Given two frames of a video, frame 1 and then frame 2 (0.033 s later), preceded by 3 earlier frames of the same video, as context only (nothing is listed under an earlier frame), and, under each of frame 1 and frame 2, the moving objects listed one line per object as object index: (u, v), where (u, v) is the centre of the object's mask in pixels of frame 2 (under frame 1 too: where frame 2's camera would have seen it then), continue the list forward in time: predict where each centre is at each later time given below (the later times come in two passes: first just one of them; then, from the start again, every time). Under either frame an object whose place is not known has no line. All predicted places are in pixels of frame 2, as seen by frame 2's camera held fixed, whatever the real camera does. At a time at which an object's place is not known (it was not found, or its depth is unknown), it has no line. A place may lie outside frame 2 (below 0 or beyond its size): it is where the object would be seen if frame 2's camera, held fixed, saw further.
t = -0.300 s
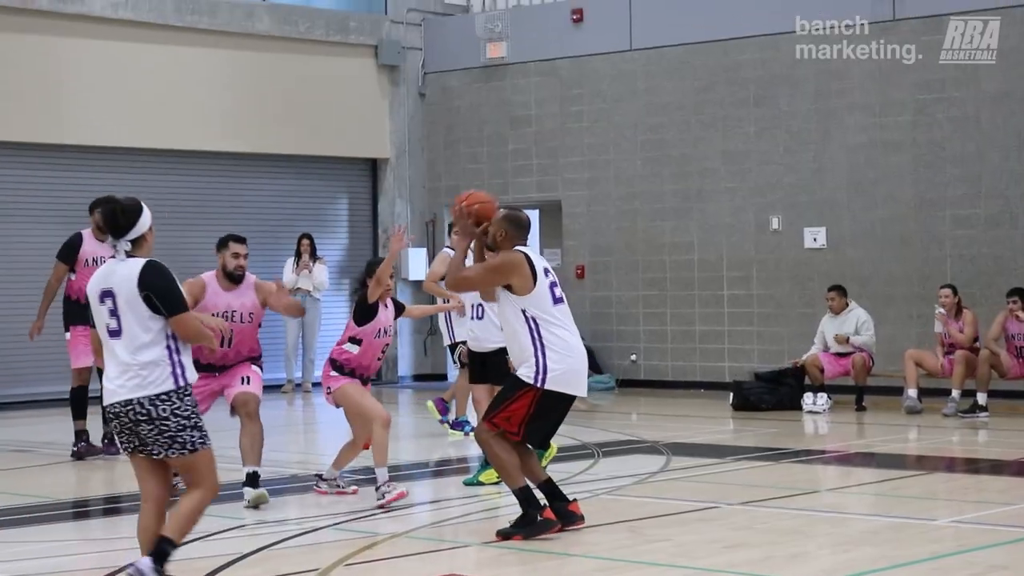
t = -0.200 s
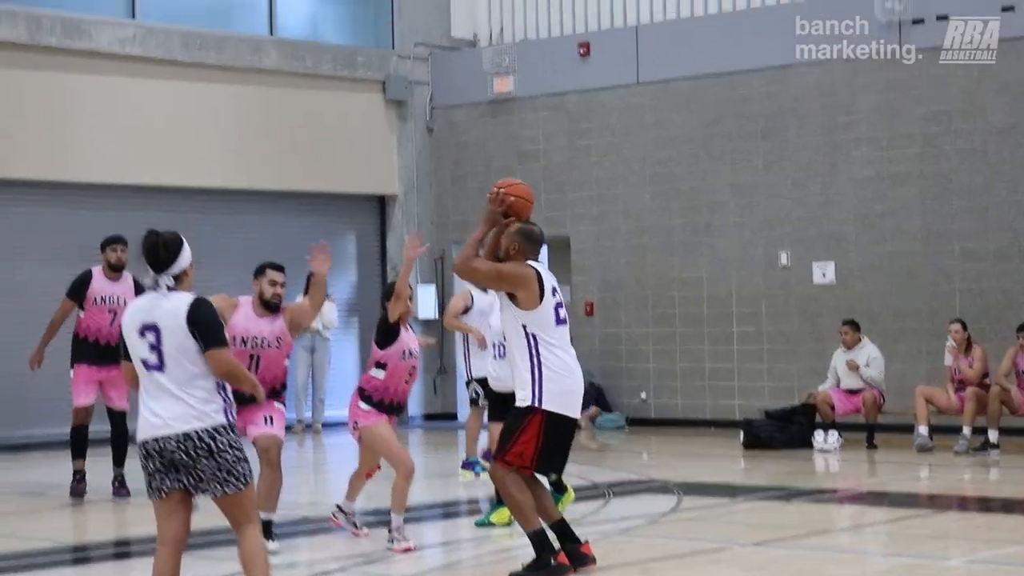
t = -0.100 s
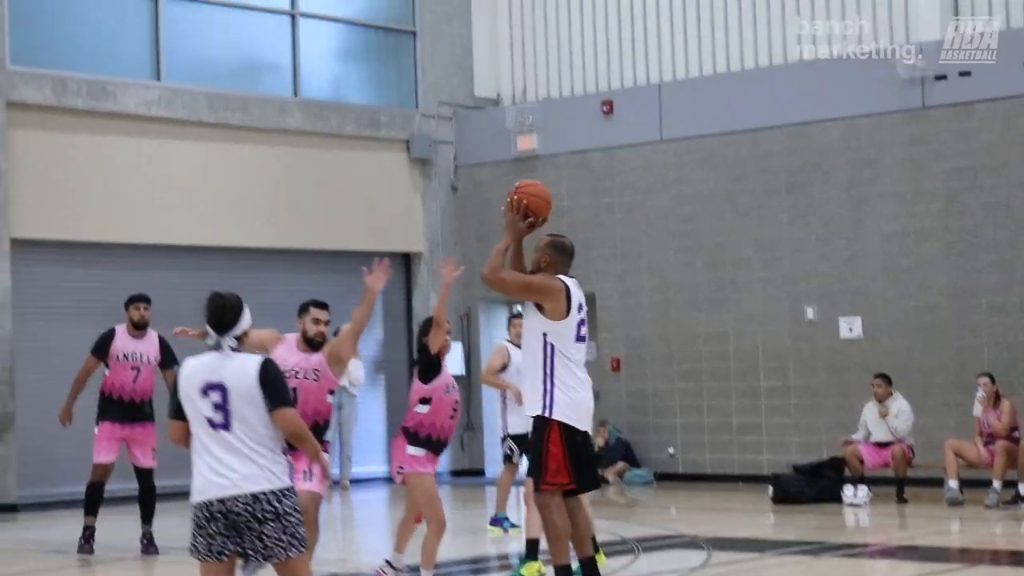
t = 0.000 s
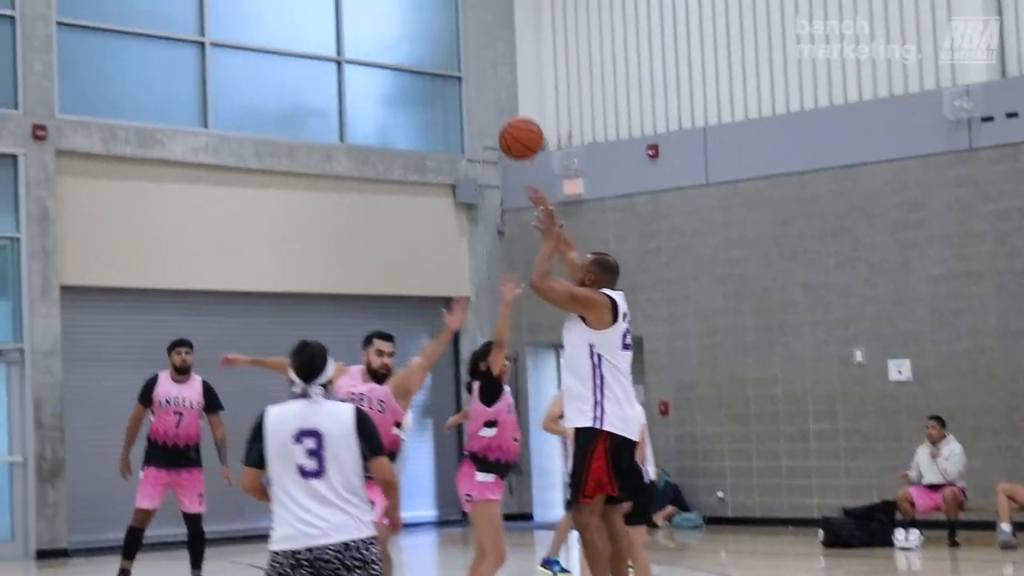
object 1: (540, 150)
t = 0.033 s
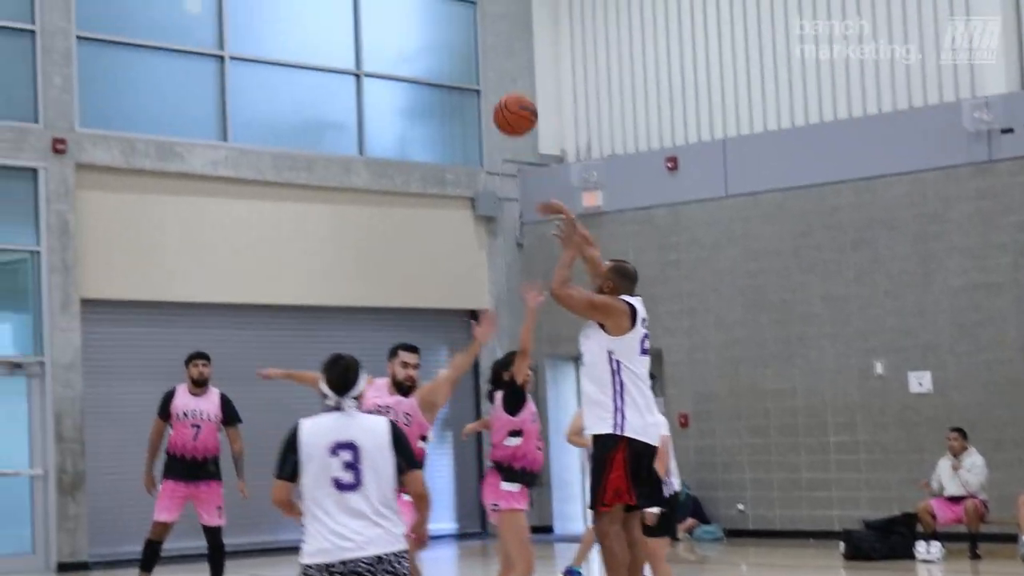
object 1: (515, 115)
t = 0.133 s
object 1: (447, 24)
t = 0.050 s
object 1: (503, 98)
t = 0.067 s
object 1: (492, 82)
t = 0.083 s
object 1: (480, 66)
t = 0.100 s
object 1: (469, 52)
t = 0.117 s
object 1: (458, 38)
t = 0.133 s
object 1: (447, 24)
